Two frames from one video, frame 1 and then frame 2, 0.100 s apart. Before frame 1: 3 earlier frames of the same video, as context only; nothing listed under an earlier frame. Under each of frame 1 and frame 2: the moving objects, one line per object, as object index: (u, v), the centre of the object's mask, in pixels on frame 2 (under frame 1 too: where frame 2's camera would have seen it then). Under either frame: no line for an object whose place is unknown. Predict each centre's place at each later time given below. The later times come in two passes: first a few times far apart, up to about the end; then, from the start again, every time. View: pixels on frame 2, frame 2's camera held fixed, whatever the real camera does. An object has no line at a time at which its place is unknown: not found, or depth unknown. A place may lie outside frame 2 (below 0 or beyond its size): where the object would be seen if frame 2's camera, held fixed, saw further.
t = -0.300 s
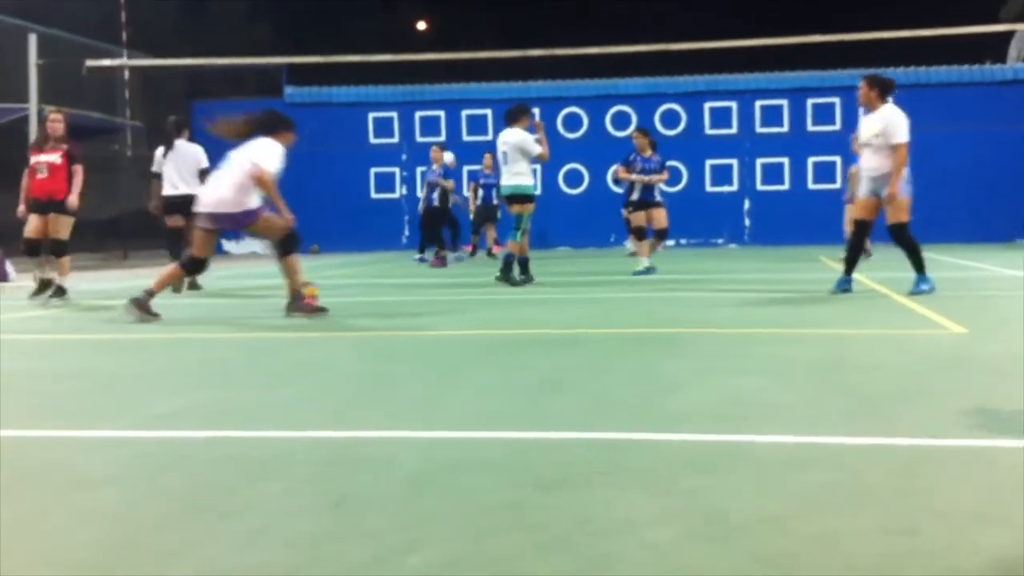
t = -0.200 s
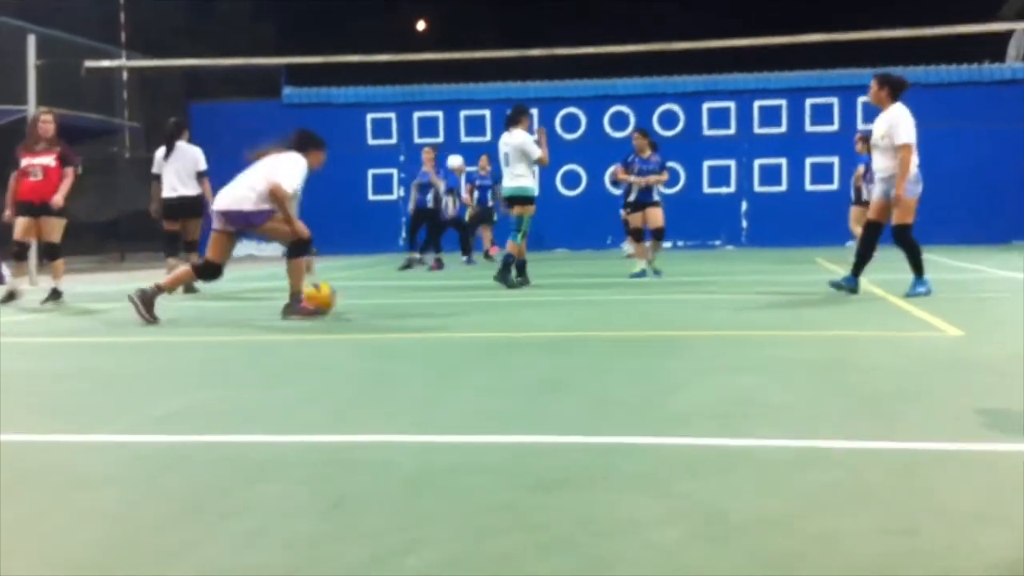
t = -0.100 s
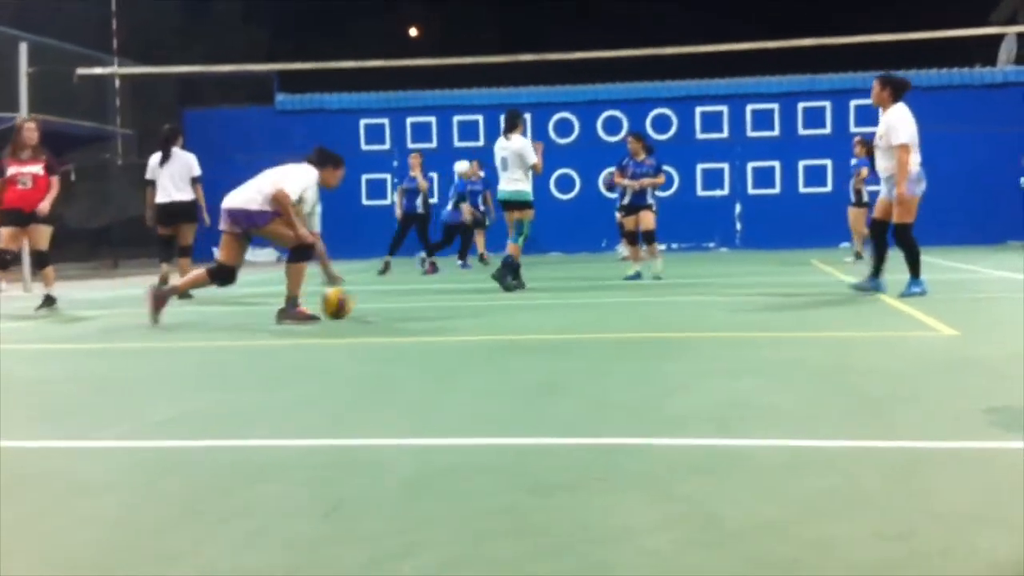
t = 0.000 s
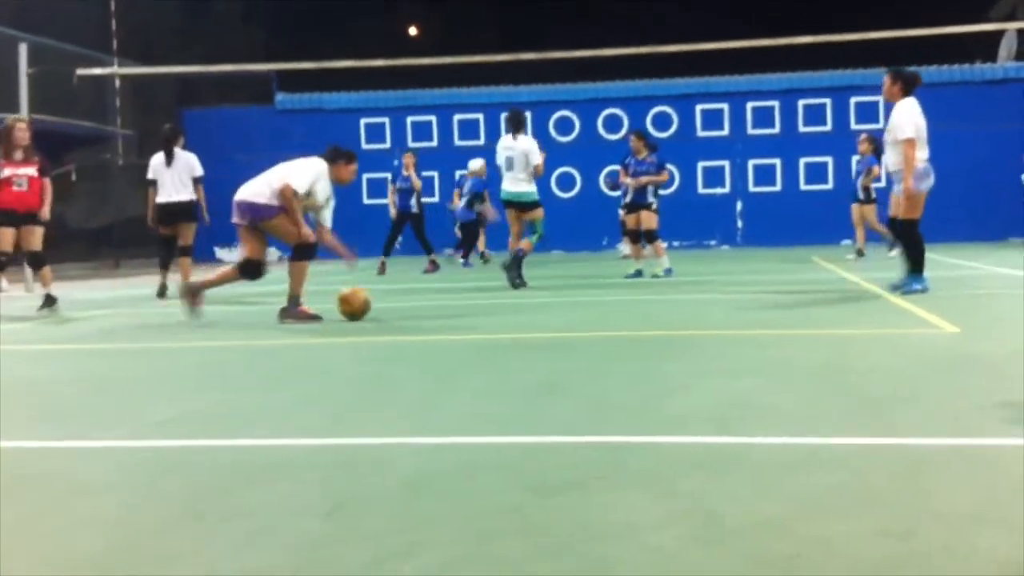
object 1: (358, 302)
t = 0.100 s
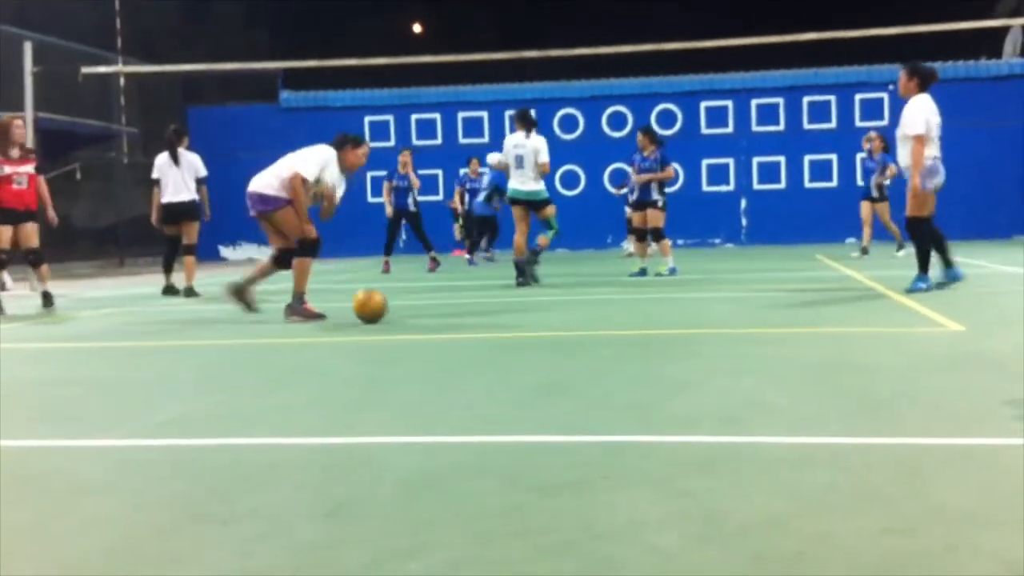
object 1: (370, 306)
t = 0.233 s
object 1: (387, 310)
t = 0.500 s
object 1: (428, 321)
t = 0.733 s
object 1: (473, 335)
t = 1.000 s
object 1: (544, 357)
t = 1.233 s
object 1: (633, 386)
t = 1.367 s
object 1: (707, 413)
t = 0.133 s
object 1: (374, 307)
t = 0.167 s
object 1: (378, 308)
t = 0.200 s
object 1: (383, 308)
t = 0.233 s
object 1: (387, 310)
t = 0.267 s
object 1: (391, 311)
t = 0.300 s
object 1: (397, 313)
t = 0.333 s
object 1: (401, 314)
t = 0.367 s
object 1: (407, 315)
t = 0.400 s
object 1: (412, 317)
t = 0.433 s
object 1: (418, 319)
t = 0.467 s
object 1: (423, 320)
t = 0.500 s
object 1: (428, 321)
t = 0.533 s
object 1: (434, 323)
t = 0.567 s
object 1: (440, 325)
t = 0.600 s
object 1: (446, 327)
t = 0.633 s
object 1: (452, 329)
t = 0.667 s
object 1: (459, 330)
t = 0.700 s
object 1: (466, 333)
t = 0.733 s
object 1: (473, 335)
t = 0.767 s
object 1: (481, 337)
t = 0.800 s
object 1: (489, 340)
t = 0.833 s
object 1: (497, 342)
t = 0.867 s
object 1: (505, 345)
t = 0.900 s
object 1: (514, 349)
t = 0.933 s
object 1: (524, 352)
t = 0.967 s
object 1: (534, 355)
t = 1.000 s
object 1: (544, 357)
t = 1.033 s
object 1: (554, 361)
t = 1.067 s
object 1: (566, 366)
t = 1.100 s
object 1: (578, 368)
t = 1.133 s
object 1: (591, 374)
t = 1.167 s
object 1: (604, 378)
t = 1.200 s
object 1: (618, 383)
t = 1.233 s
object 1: (633, 386)
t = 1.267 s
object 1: (648, 393)
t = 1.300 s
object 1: (668, 398)
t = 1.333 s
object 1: (686, 405)
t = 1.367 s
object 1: (707, 413)
